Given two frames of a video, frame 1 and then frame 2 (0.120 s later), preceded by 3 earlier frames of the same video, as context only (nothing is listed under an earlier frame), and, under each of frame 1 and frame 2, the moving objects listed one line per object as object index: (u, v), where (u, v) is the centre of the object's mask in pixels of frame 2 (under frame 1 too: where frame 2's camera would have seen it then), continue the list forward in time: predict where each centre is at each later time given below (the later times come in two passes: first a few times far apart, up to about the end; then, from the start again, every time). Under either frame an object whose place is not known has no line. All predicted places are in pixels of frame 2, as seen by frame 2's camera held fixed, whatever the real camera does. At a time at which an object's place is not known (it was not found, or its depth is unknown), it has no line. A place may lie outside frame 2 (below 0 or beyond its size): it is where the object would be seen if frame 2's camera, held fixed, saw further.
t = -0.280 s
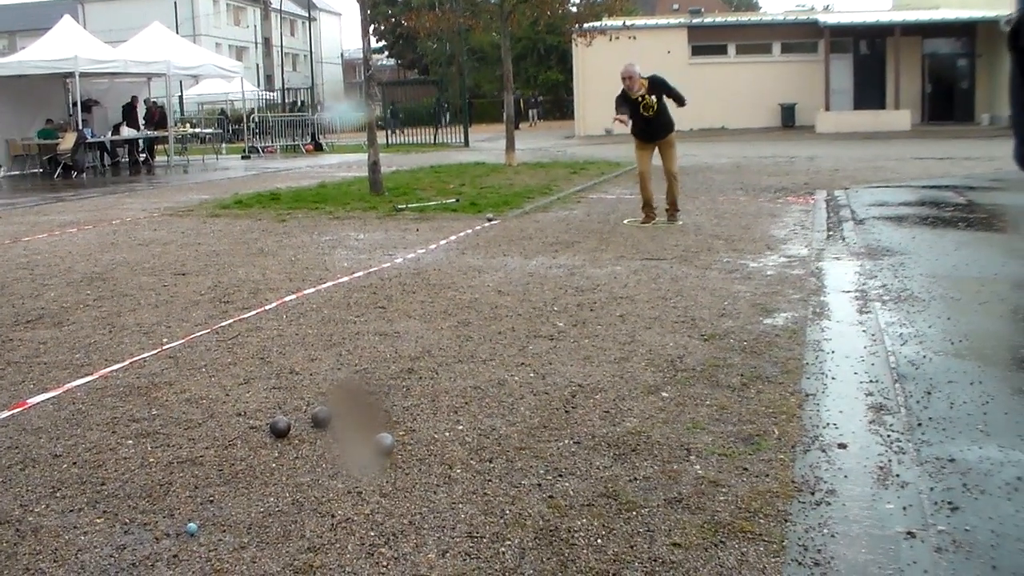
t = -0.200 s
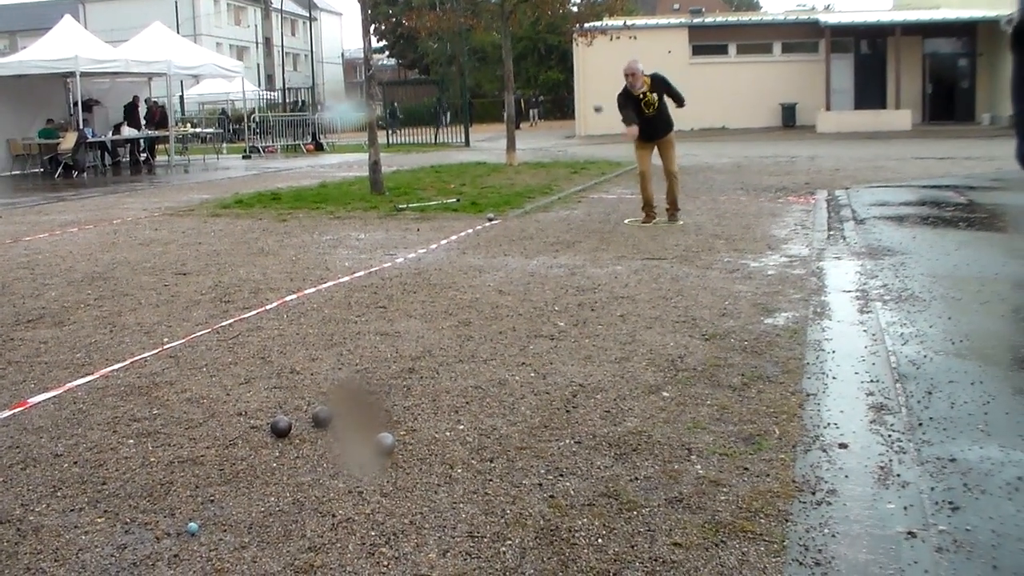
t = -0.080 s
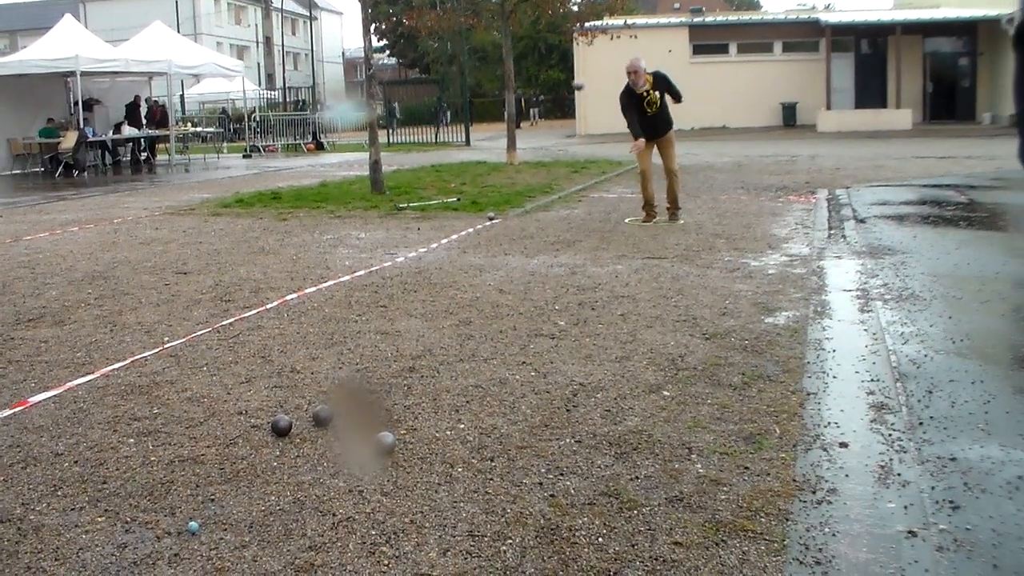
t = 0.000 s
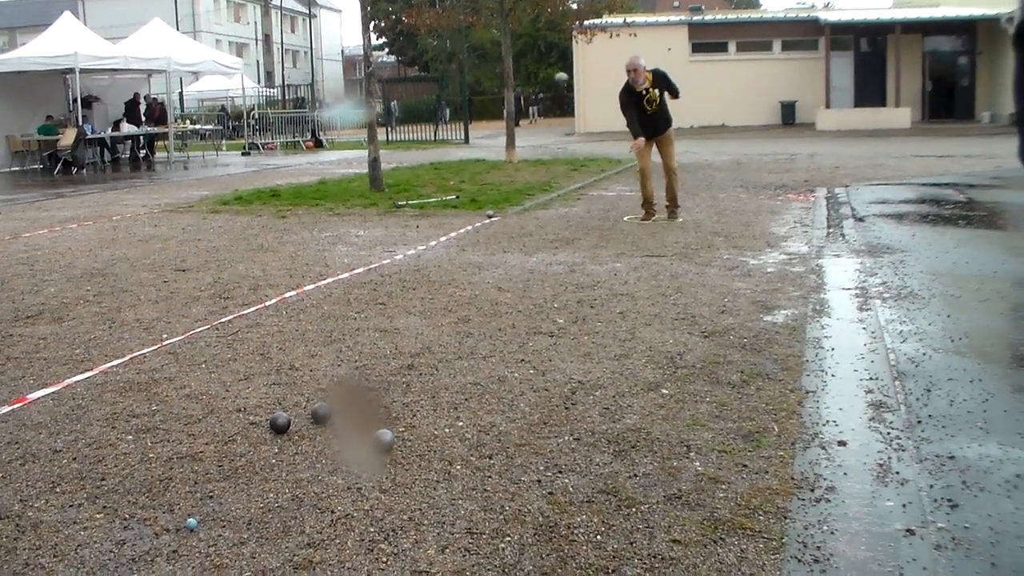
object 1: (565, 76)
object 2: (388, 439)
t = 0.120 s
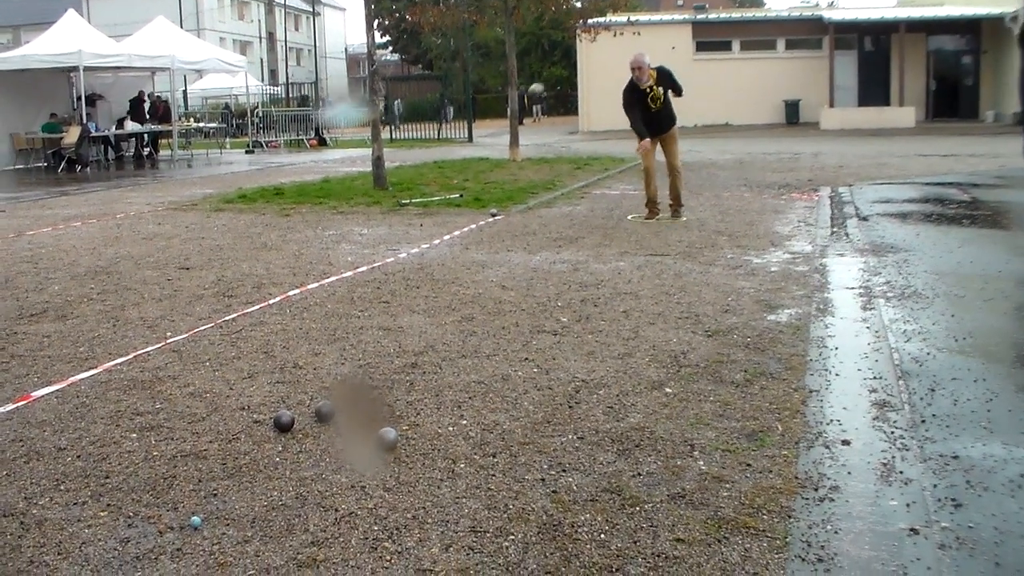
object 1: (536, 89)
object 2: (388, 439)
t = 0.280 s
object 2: (387, 438)
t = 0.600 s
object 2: (361, 470)
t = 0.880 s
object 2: (286, 537)
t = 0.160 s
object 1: (525, 99)
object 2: (388, 438)
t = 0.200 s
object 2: (387, 439)
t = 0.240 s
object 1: (498, 141)
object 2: (388, 438)
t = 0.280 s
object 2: (387, 438)
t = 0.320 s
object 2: (387, 438)
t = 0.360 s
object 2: (387, 439)
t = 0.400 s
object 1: (422, 313)
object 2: (387, 439)
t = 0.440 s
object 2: (387, 438)
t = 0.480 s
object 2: (383, 441)
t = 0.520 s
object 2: (377, 444)
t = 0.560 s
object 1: (309, 446)
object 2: (370, 451)
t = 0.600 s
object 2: (361, 470)
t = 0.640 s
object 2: (349, 473)
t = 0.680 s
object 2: (338, 480)
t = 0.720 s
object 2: (328, 496)
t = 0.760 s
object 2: (321, 507)
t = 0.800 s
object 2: (310, 516)
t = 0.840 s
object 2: (299, 527)
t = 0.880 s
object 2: (286, 537)
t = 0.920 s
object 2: (273, 550)
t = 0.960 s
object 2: (261, 557)
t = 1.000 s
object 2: (249, 571)
